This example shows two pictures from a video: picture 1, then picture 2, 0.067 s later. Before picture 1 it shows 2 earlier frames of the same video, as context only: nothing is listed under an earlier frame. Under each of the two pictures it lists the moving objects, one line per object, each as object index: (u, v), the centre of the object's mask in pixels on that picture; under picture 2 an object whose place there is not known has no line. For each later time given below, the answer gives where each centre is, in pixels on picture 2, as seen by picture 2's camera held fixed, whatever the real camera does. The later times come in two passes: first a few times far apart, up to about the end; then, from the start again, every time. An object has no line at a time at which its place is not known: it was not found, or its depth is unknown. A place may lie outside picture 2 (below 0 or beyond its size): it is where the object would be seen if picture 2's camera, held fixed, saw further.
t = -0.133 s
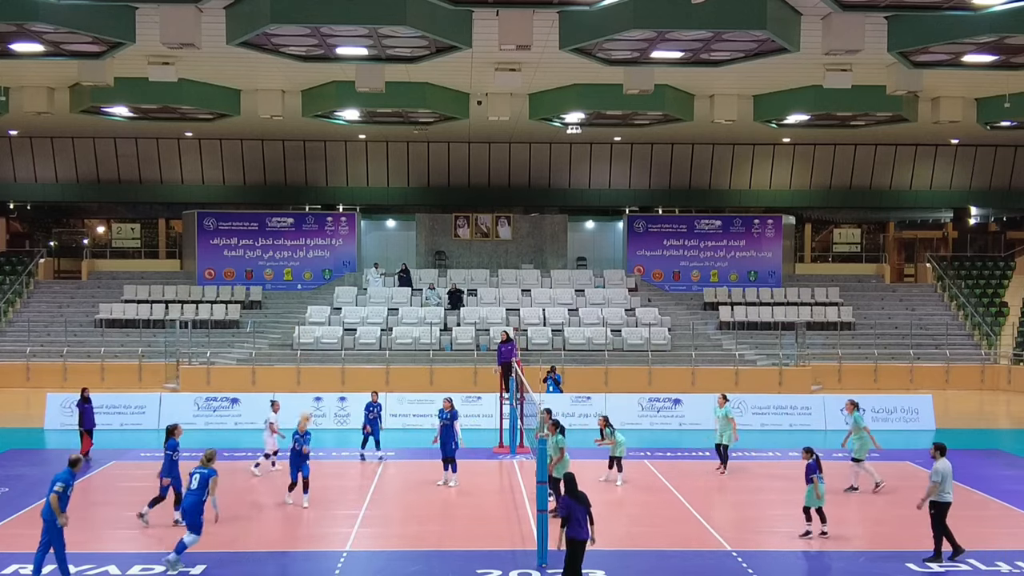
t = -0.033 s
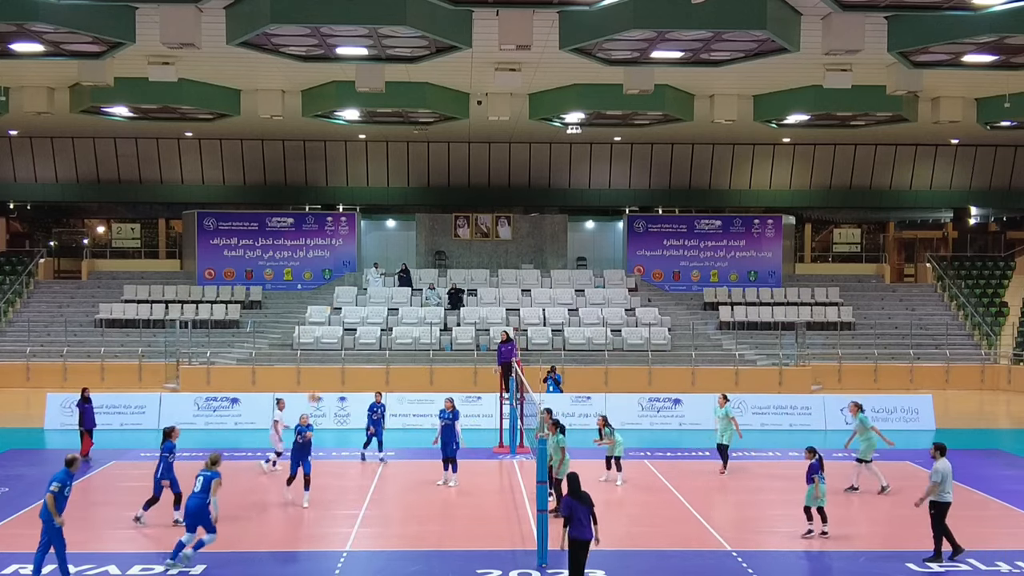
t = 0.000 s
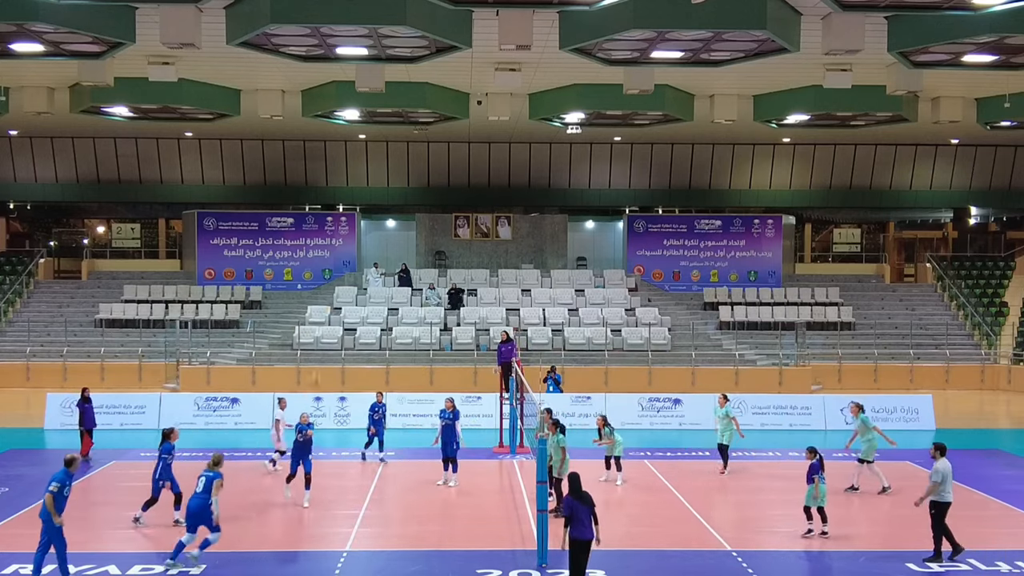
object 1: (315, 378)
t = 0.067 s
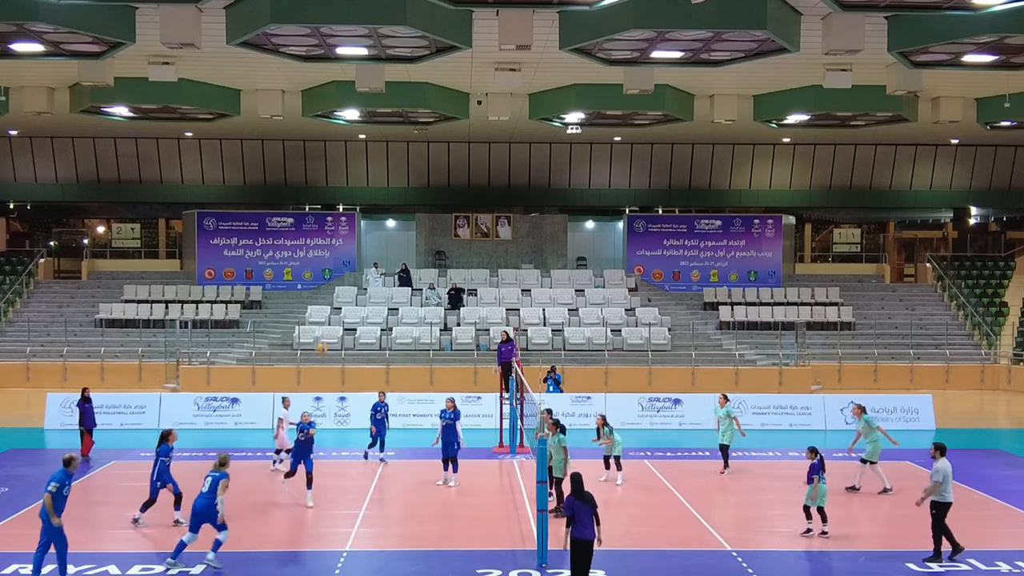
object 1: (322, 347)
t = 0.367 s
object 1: (344, 237)
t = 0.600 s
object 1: (361, 188)
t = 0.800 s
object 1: (377, 169)
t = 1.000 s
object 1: (393, 174)
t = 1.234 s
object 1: (413, 211)
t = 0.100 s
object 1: (324, 333)
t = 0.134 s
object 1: (325, 319)
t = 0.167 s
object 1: (329, 305)
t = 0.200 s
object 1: (330, 293)
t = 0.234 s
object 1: (334, 280)
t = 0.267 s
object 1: (336, 268)
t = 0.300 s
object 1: (339, 258)
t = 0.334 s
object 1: (341, 247)
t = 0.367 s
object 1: (344, 237)
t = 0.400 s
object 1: (346, 229)
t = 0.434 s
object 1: (350, 219)
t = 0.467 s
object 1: (352, 212)
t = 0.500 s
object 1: (354, 205)
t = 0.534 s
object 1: (356, 198)
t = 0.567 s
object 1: (359, 193)
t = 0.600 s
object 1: (361, 188)
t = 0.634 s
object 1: (364, 183)
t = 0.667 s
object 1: (367, 179)
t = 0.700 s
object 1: (369, 175)
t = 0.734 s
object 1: (372, 172)
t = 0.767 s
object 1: (375, 171)
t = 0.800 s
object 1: (377, 169)
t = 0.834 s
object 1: (380, 168)
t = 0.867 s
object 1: (382, 168)
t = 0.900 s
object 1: (385, 169)
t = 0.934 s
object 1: (388, 170)
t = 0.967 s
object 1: (391, 172)
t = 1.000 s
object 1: (393, 174)
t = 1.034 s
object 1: (396, 177)
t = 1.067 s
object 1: (399, 182)
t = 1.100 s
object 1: (402, 186)
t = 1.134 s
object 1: (405, 192)
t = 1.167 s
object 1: (407, 197)
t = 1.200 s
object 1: (410, 204)
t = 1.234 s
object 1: (413, 211)
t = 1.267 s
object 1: (416, 218)
